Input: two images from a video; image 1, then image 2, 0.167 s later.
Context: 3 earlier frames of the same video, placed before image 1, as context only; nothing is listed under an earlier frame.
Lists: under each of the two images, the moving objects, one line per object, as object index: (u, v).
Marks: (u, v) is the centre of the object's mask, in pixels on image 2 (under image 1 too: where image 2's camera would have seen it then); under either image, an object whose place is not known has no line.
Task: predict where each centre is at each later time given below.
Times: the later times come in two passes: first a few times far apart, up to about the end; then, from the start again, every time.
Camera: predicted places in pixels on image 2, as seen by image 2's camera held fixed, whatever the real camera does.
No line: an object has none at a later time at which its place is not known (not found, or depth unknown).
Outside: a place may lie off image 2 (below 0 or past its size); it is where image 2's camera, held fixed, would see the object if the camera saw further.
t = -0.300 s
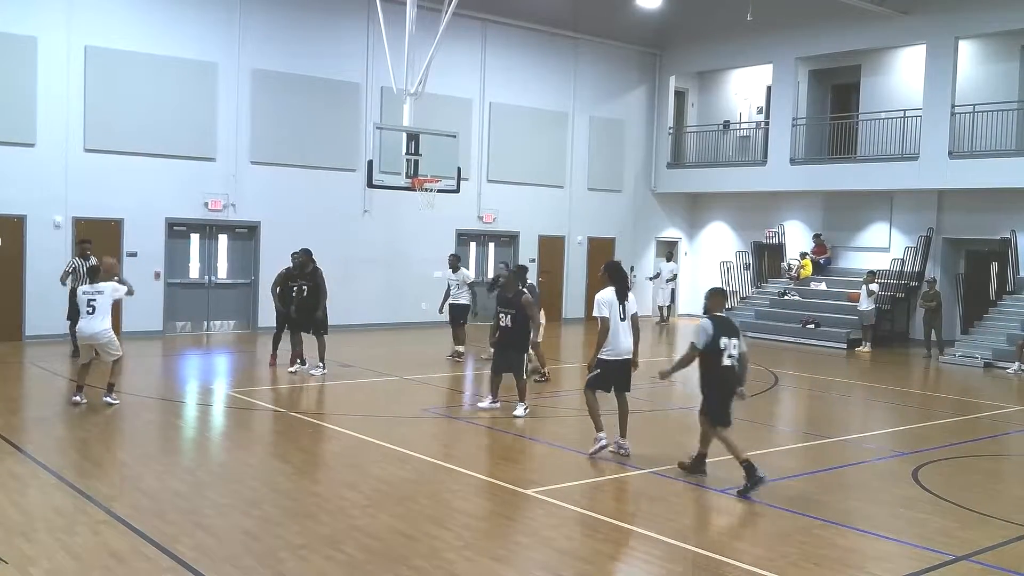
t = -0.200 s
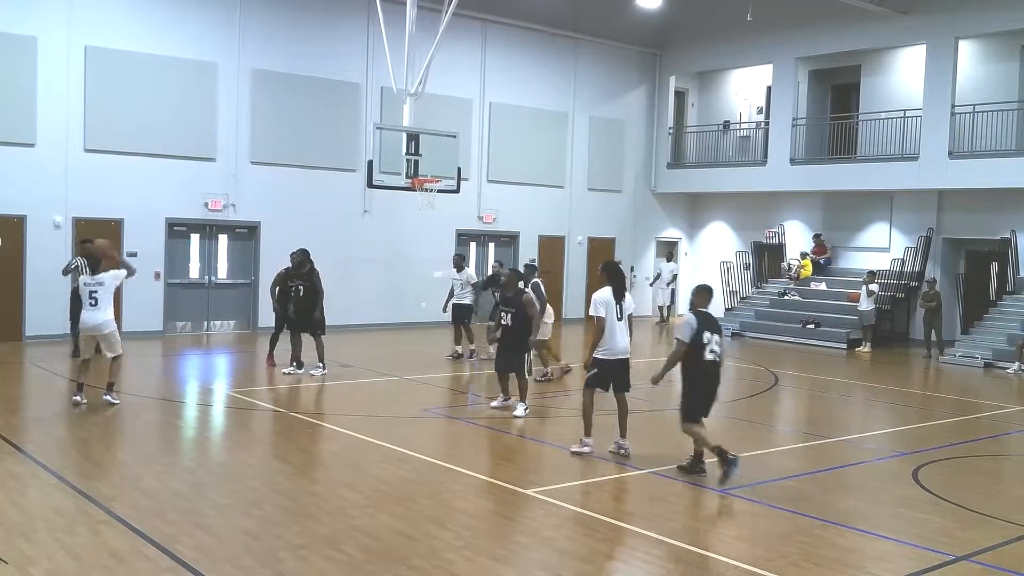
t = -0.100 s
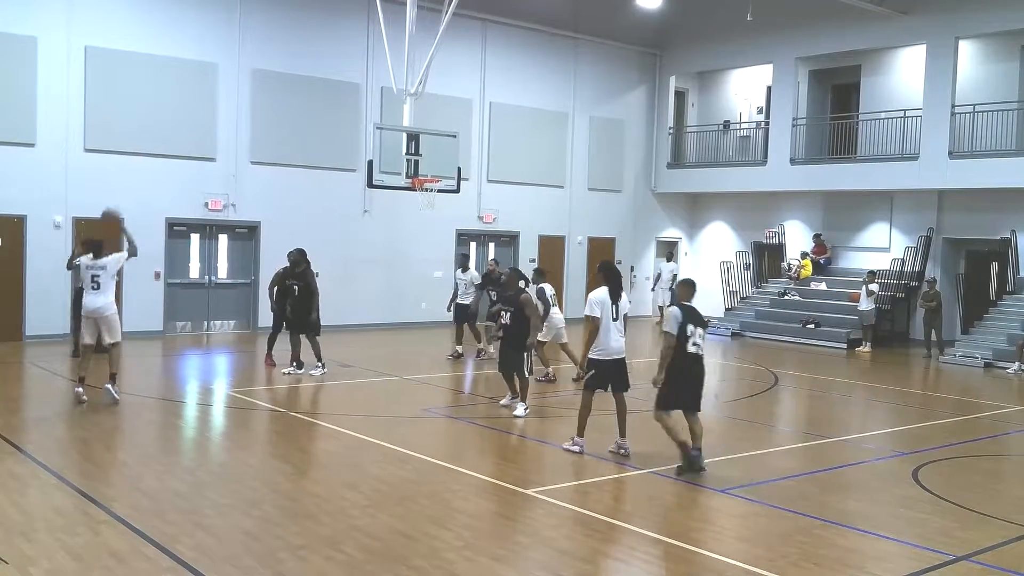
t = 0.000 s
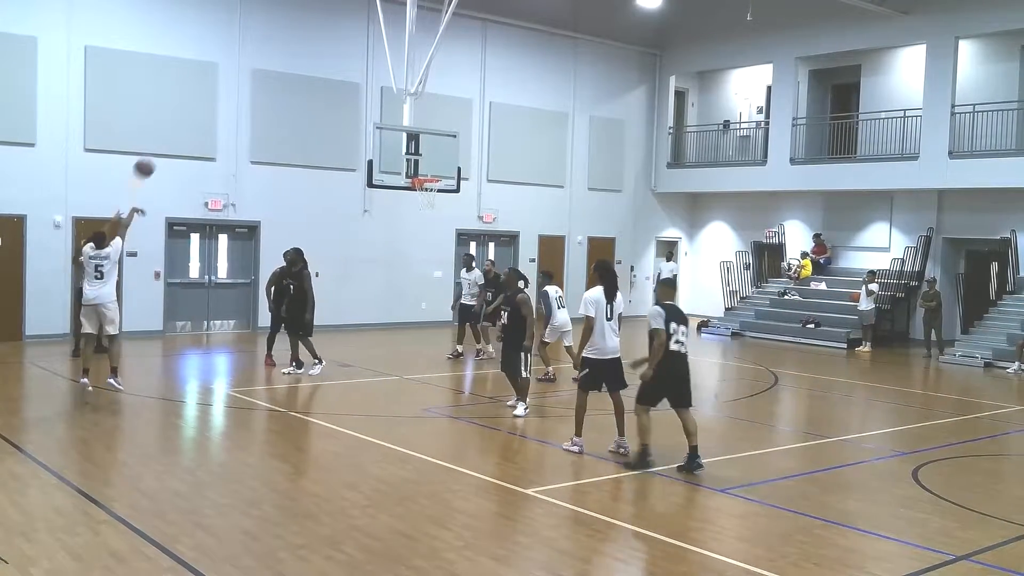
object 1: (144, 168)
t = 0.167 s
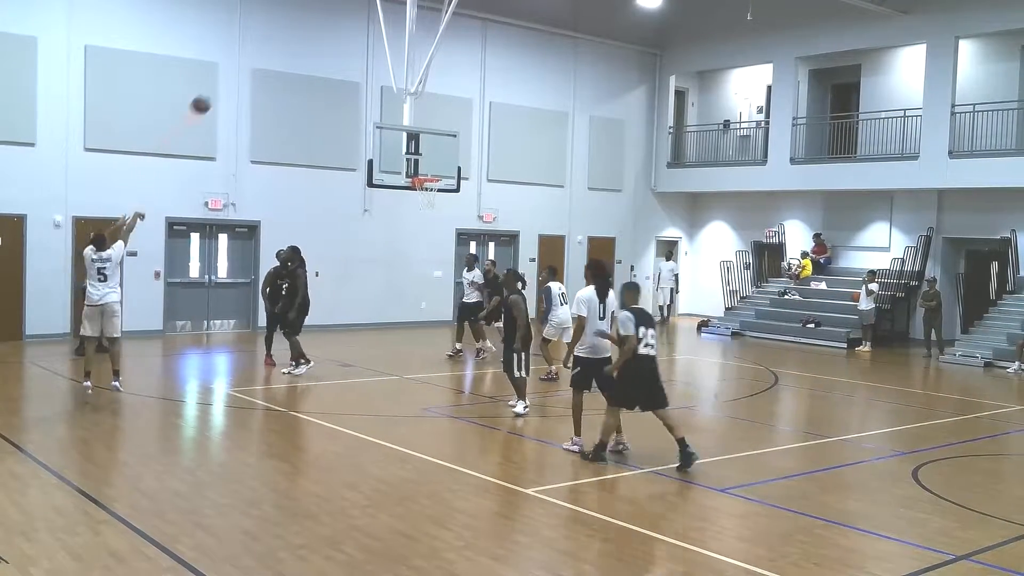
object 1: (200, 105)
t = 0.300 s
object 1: (241, 74)
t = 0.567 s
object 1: (310, 55)
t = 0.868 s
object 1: (373, 89)
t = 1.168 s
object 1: (423, 169)
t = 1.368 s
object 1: (436, 220)
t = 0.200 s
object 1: (211, 96)
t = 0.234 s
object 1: (221, 88)
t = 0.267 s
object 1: (231, 80)
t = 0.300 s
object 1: (241, 74)
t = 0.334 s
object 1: (251, 69)
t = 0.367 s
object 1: (260, 64)
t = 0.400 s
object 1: (268, 61)
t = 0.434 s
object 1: (277, 58)
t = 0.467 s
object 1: (286, 56)
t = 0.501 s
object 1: (294, 55)
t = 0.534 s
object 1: (302, 55)
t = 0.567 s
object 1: (310, 55)
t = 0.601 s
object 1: (318, 56)
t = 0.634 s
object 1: (325, 58)
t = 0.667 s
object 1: (332, 61)
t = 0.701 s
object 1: (340, 64)
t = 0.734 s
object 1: (347, 68)
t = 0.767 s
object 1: (354, 72)
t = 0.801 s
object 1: (360, 77)
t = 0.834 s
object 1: (367, 83)
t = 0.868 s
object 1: (373, 89)
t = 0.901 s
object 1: (380, 96)
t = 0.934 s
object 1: (385, 103)
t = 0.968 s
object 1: (391, 110)
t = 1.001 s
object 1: (396, 120)
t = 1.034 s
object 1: (402, 128)
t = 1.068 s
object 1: (407, 137)
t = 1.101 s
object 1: (413, 146)
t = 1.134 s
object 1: (418, 158)
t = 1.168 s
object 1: (423, 169)
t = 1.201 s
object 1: (428, 180)
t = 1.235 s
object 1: (430, 189)
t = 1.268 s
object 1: (432, 197)
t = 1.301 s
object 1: (434, 204)
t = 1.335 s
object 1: (435, 212)
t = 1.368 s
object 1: (436, 220)
